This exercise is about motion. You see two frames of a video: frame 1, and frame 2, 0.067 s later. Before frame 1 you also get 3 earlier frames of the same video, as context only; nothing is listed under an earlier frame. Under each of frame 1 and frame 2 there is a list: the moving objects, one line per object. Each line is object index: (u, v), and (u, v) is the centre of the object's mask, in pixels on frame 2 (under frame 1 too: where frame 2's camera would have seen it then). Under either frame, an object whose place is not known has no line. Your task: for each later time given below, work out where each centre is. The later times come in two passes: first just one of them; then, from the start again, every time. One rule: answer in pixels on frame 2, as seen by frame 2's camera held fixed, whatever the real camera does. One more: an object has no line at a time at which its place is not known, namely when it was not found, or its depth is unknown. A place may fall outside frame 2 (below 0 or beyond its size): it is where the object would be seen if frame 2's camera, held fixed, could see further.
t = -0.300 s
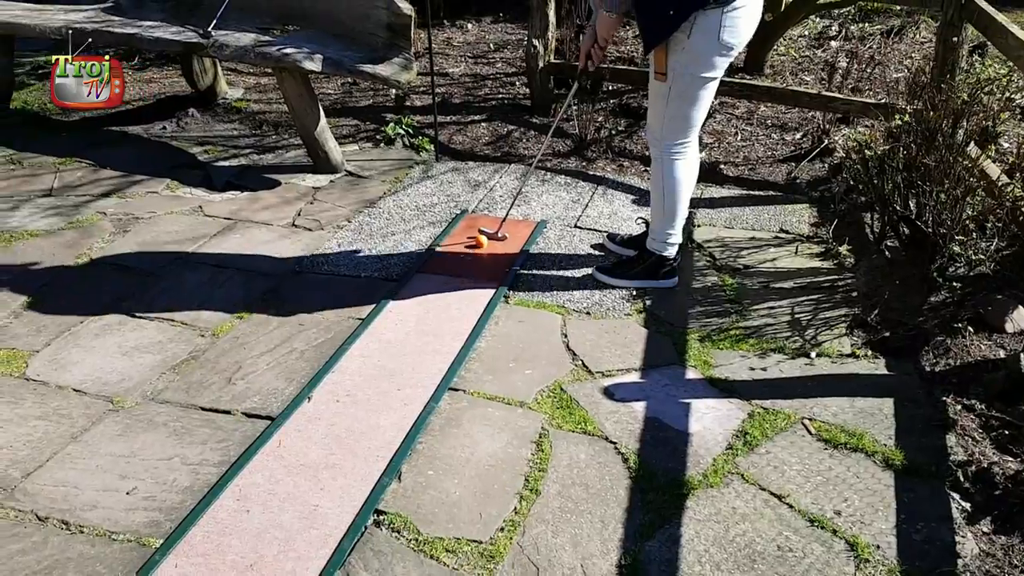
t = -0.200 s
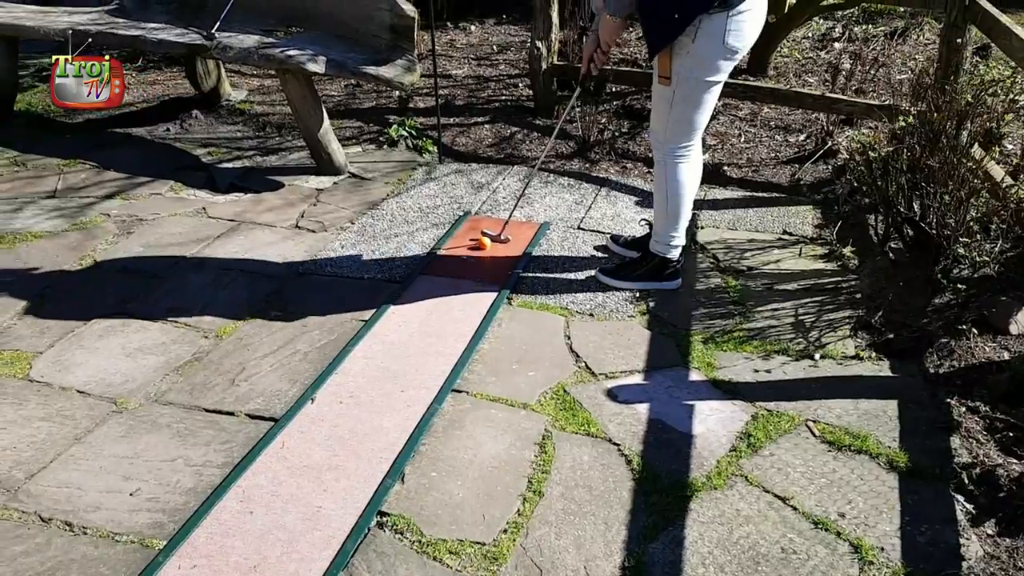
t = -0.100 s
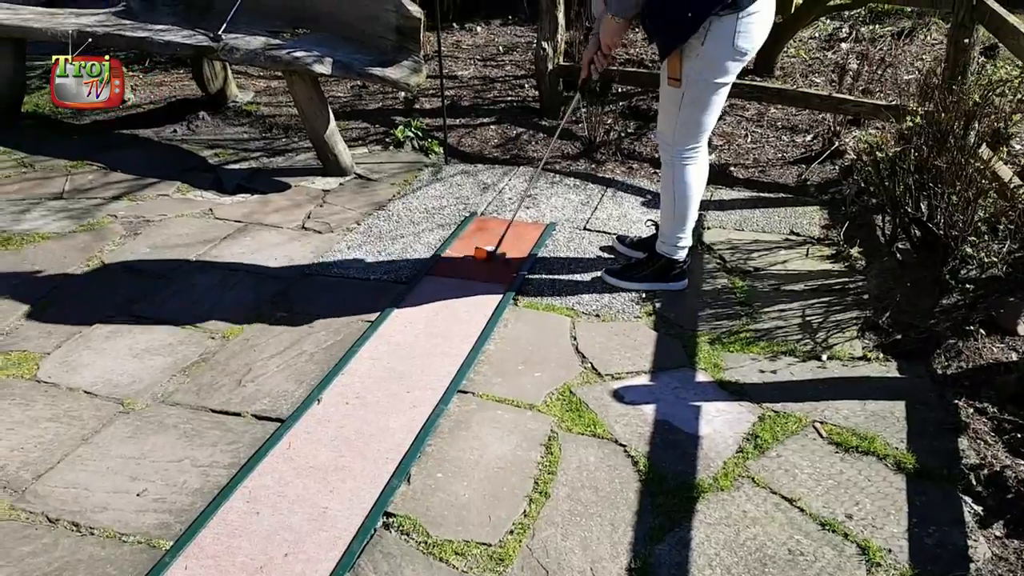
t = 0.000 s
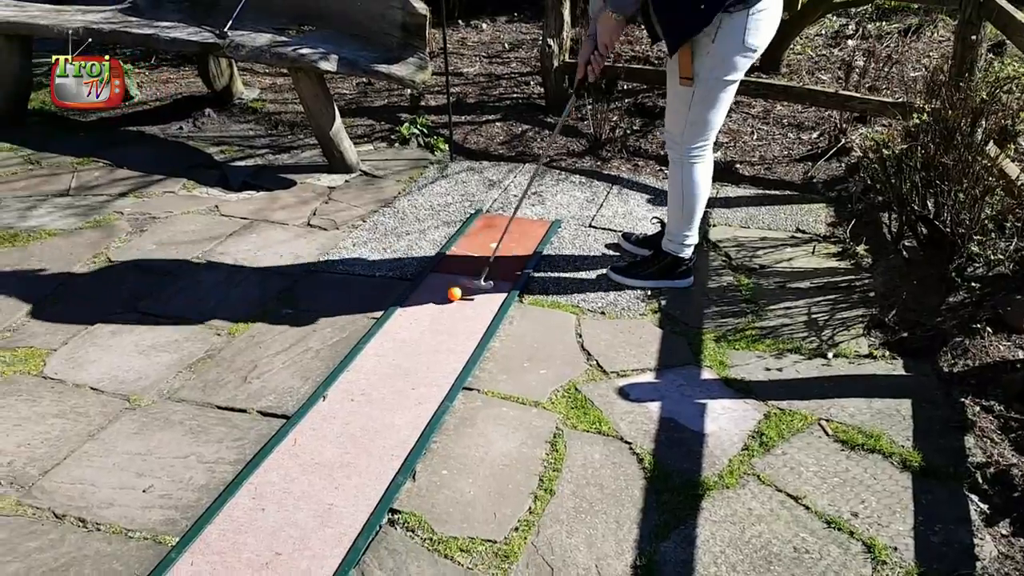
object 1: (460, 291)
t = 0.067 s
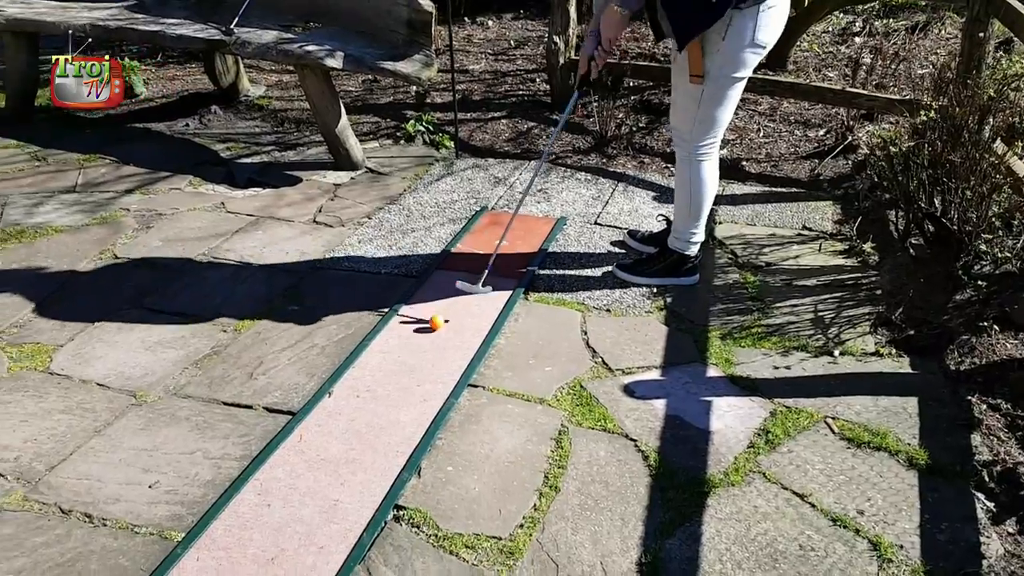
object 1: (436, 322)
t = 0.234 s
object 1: (371, 412)
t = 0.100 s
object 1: (424, 338)
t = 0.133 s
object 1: (411, 355)
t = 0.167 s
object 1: (399, 374)
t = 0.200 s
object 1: (385, 392)
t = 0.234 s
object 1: (371, 412)
